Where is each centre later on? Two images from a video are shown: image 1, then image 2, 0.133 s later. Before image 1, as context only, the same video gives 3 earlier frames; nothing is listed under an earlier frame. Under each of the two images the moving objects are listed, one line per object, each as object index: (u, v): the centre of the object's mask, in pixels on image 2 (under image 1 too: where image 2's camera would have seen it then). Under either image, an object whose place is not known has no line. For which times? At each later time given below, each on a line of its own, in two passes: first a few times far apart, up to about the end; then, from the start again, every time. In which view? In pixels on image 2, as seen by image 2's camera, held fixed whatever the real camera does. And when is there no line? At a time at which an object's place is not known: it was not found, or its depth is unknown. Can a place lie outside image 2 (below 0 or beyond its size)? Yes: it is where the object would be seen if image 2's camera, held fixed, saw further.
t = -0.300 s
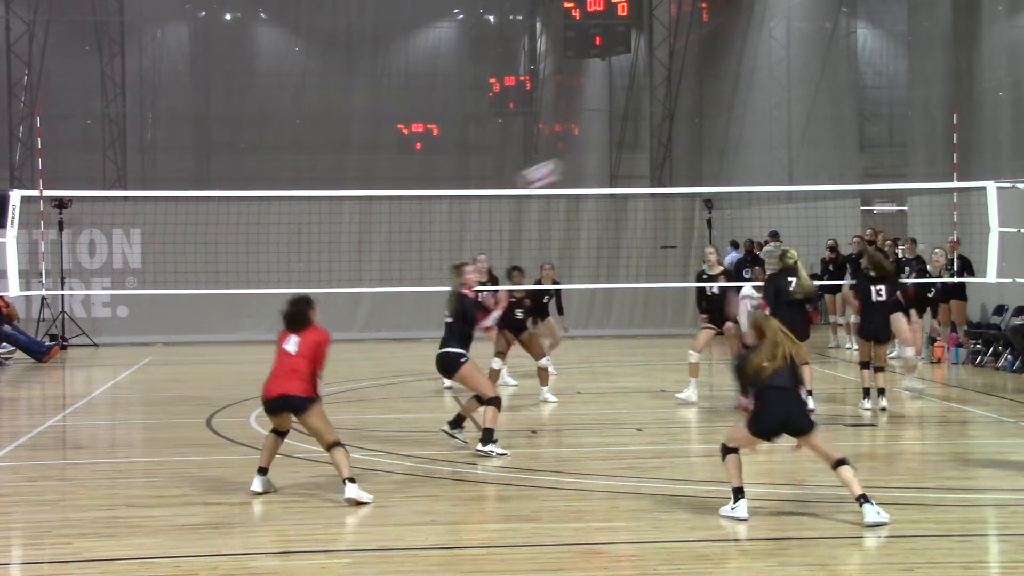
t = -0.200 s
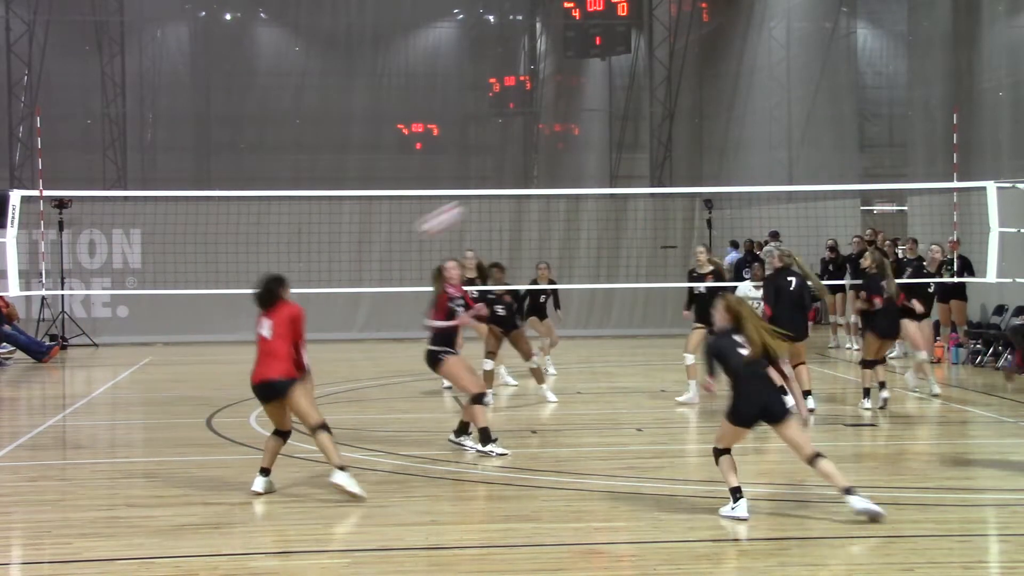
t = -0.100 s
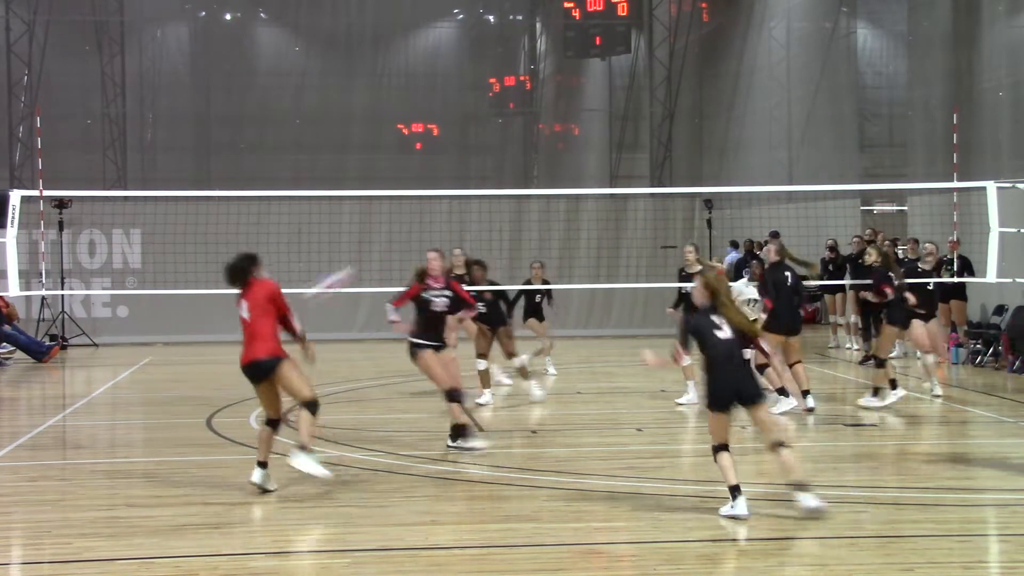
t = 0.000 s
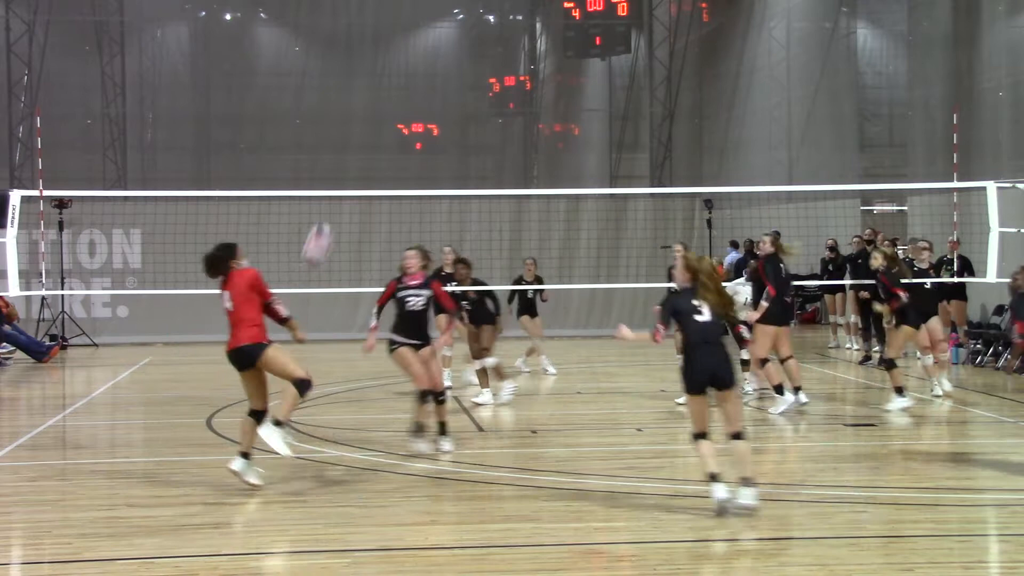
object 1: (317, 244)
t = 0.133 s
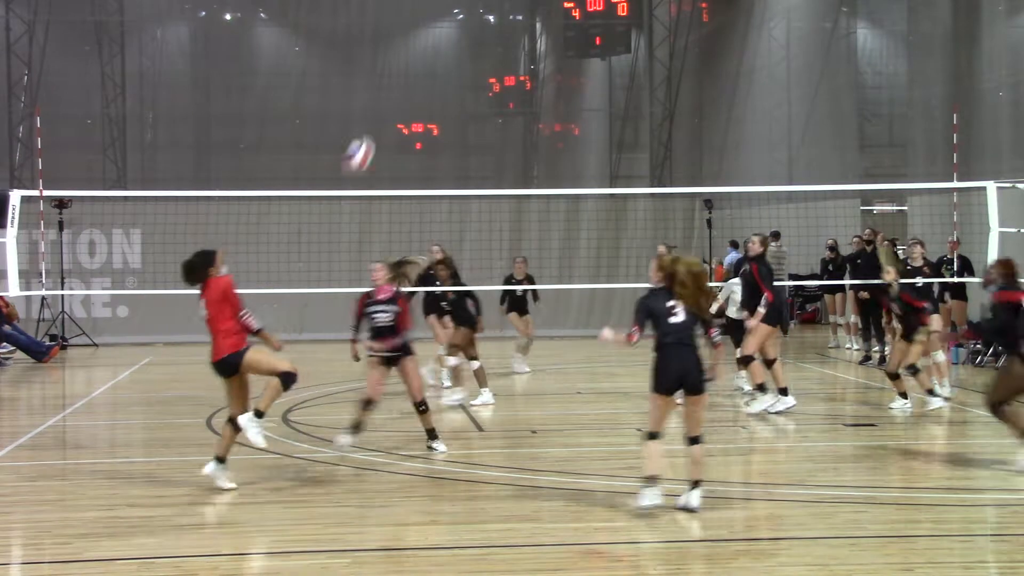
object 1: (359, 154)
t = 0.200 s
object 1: (379, 122)
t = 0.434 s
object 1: (446, 52)
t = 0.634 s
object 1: (500, 49)
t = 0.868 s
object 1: (558, 103)
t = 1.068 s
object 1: (605, 193)
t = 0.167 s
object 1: (369, 137)
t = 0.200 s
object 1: (379, 122)
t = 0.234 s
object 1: (391, 106)
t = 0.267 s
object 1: (400, 94)
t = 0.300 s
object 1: (410, 82)
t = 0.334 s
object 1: (419, 71)
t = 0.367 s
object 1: (428, 64)
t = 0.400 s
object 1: (438, 56)
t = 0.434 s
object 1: (446, 52)
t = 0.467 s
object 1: (457, 48)
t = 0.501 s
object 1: (466, 46)
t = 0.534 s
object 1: (476, 45)
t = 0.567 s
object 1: (484, 45)
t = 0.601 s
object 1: (492, 47)
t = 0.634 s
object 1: (500, 49)
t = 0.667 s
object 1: (509, 54)
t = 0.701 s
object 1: (518, 58)
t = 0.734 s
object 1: (525, 65)
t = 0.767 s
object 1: (534, 73)
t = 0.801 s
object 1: (543, 82)
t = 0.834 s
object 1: (551, 92)
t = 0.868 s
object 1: (558, 103)
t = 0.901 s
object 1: (566, 115)
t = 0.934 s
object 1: (573, 129)
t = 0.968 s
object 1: (581, 143)
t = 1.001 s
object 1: (589, 159)
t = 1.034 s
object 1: (597, 174)
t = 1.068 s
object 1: (605, 193)
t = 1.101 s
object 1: (611, 213)
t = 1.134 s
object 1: (618, 230)
